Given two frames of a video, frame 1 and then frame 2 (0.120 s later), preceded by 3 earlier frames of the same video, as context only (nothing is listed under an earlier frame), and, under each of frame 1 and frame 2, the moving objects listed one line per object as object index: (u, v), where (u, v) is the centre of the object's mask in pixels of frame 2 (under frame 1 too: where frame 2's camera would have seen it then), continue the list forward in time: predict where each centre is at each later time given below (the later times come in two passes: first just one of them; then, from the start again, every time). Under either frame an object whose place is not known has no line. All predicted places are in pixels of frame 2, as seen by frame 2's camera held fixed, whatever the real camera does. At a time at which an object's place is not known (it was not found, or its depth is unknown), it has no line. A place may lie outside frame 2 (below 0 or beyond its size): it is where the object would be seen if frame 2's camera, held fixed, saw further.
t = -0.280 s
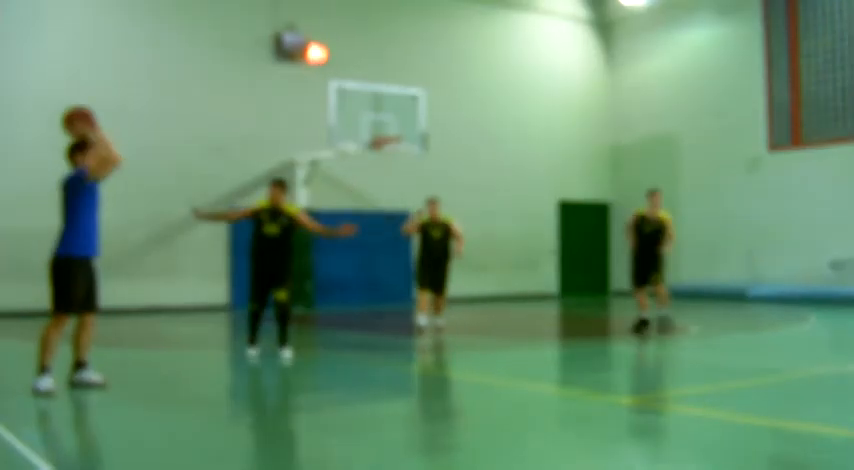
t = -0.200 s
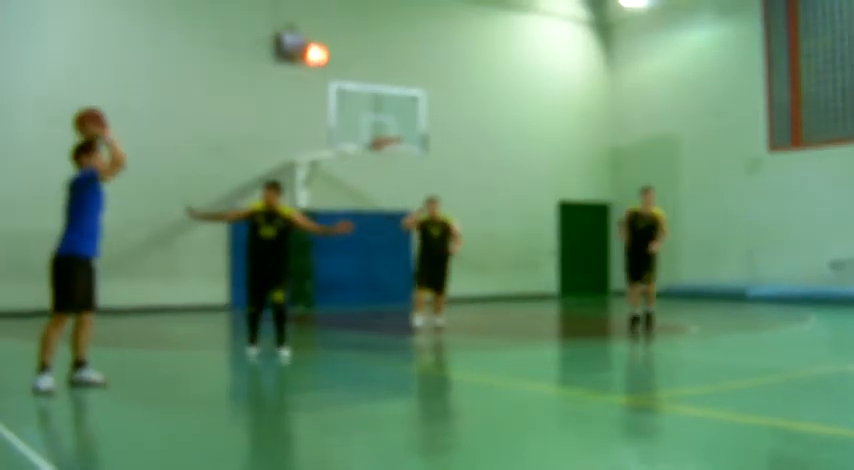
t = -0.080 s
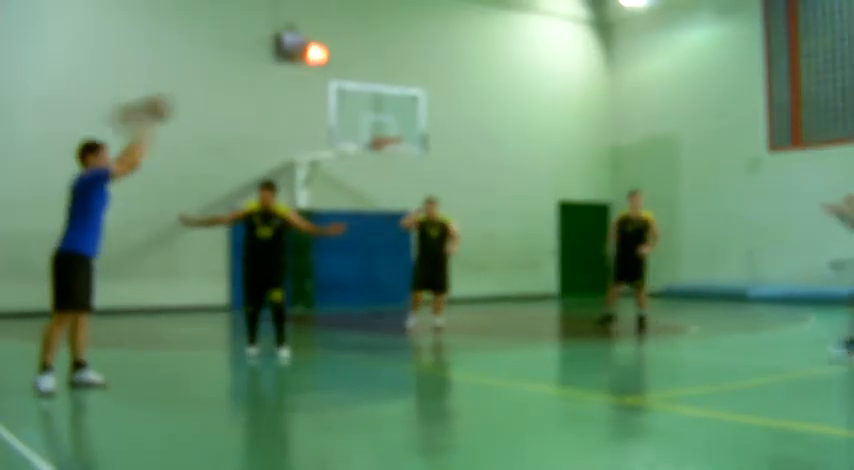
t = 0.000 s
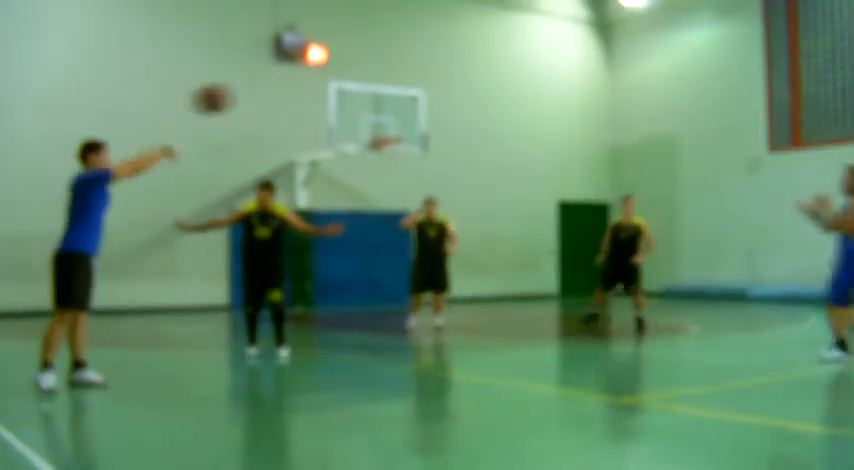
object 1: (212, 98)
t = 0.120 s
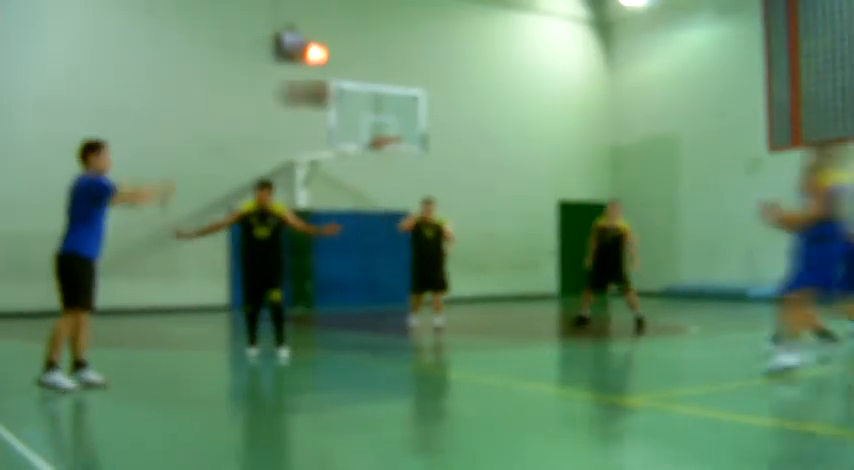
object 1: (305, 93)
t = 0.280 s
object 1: (427, 113)
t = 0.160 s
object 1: (347, 98)
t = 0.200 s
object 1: (369, 101)
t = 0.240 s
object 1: (392, 104)
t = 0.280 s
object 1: (427, 113)
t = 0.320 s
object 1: (452, 122)
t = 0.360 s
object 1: (476, 131)
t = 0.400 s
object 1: (503, 144)
